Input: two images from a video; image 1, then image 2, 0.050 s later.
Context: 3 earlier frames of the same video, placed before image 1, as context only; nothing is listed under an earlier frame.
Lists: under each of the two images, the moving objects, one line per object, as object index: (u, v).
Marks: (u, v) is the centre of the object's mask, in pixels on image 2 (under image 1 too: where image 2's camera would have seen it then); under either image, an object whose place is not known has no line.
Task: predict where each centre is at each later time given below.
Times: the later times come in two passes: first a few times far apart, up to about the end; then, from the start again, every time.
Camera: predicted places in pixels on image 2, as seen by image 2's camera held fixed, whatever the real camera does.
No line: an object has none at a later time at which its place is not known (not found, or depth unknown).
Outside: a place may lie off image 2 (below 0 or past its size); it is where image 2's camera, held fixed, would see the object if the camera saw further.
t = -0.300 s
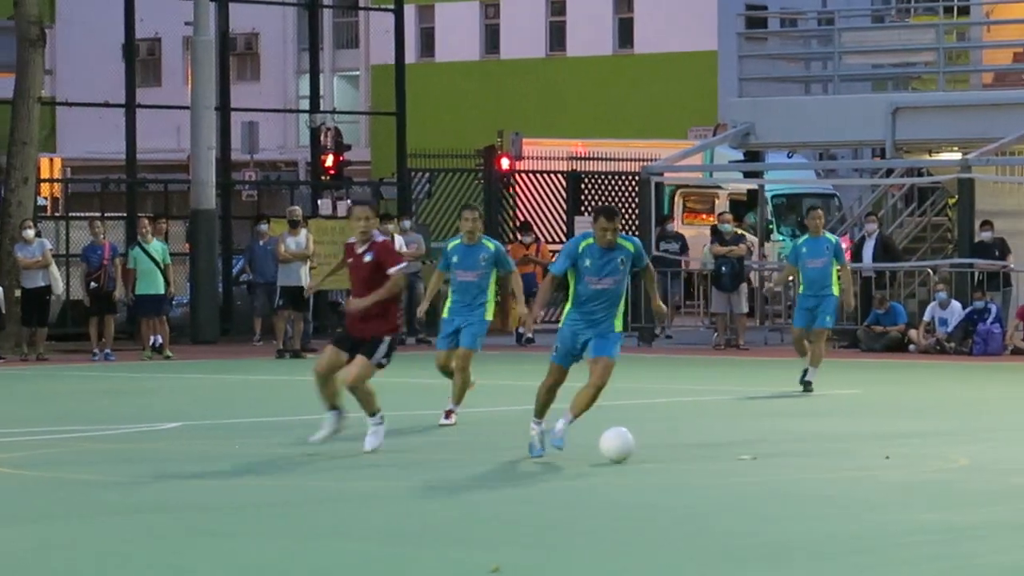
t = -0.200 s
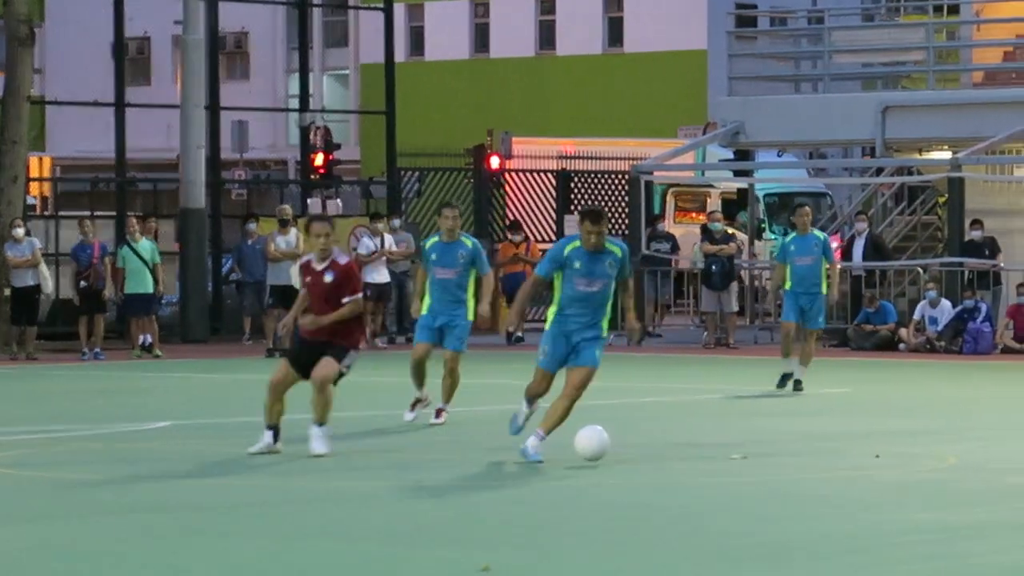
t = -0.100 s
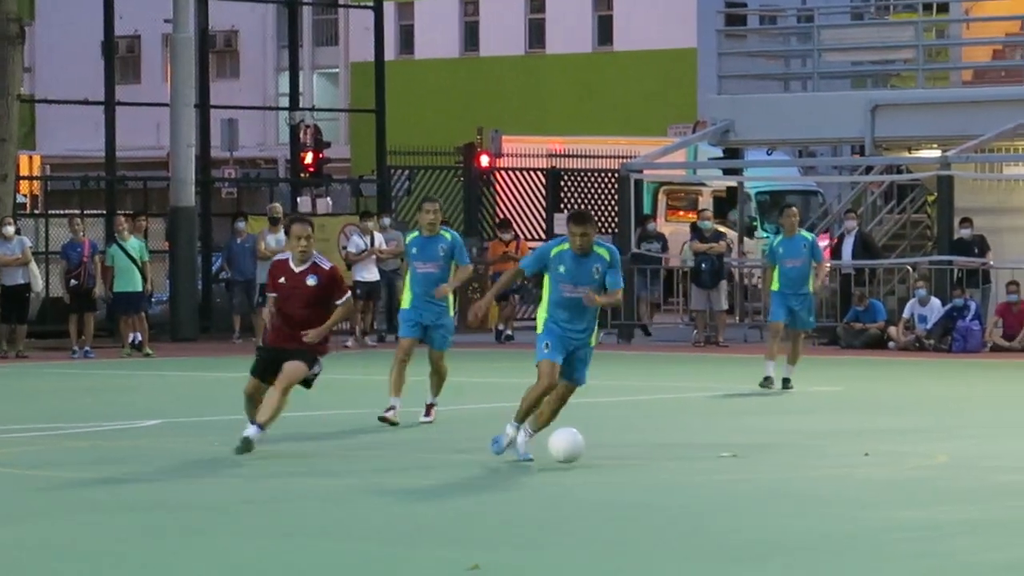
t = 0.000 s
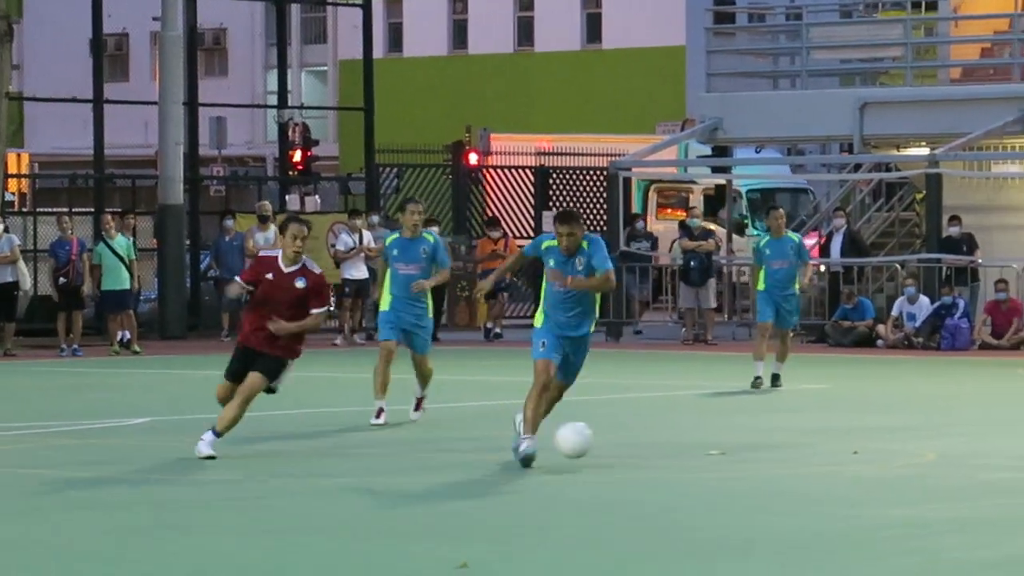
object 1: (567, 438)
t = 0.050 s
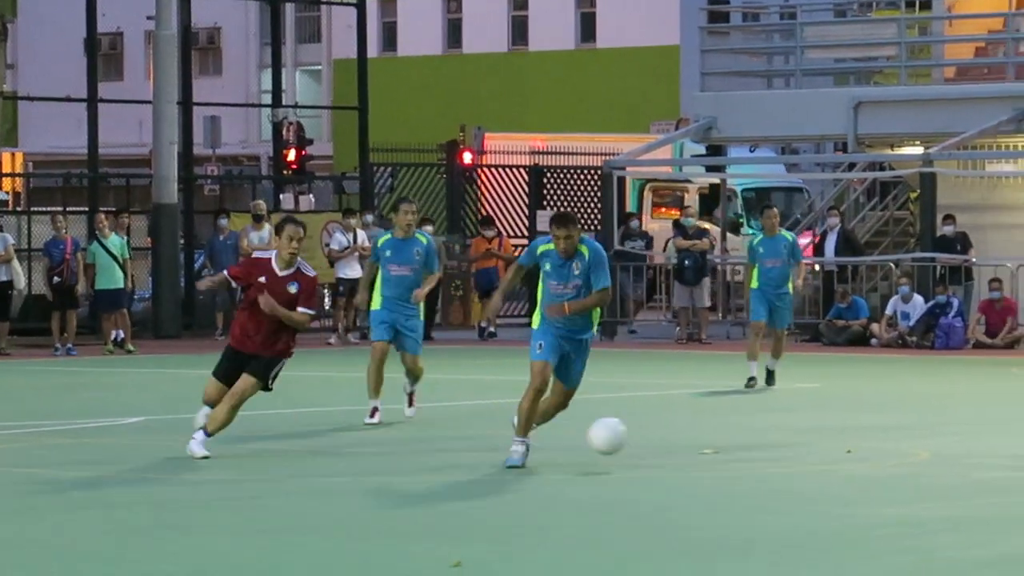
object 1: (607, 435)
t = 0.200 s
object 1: (731, 452)
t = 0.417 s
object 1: (886, 457)
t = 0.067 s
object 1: (620, 435)
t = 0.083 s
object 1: (634, 436)
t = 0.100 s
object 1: (647, 437)
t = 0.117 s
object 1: (661, 438)
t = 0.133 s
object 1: (675, 440)
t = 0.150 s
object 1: (689, 442)
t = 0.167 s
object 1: (702, 445)
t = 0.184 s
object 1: (717, 448)
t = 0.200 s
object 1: (731, 452)
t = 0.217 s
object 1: (746, 457)
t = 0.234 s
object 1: (758, 457)
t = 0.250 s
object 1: (769, 454)
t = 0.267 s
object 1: (781, 452)
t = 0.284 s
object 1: (792, 451)
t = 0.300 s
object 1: (804, 450)
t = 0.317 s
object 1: (816, 449)
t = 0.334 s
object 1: (827, 449)
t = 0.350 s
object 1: (839, 449)
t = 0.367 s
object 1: (850, 450)
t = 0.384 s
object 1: (862, 452)
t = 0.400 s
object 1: (874, 454)
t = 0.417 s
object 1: (886, 457)
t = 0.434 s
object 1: (899, 460)
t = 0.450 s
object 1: (912, 464)
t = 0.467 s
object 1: (924, 468)
